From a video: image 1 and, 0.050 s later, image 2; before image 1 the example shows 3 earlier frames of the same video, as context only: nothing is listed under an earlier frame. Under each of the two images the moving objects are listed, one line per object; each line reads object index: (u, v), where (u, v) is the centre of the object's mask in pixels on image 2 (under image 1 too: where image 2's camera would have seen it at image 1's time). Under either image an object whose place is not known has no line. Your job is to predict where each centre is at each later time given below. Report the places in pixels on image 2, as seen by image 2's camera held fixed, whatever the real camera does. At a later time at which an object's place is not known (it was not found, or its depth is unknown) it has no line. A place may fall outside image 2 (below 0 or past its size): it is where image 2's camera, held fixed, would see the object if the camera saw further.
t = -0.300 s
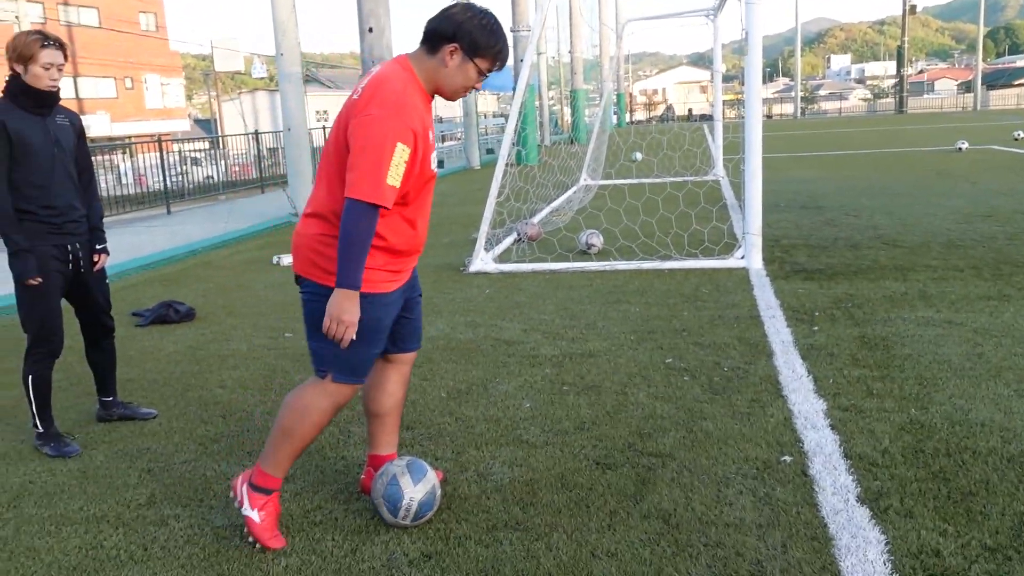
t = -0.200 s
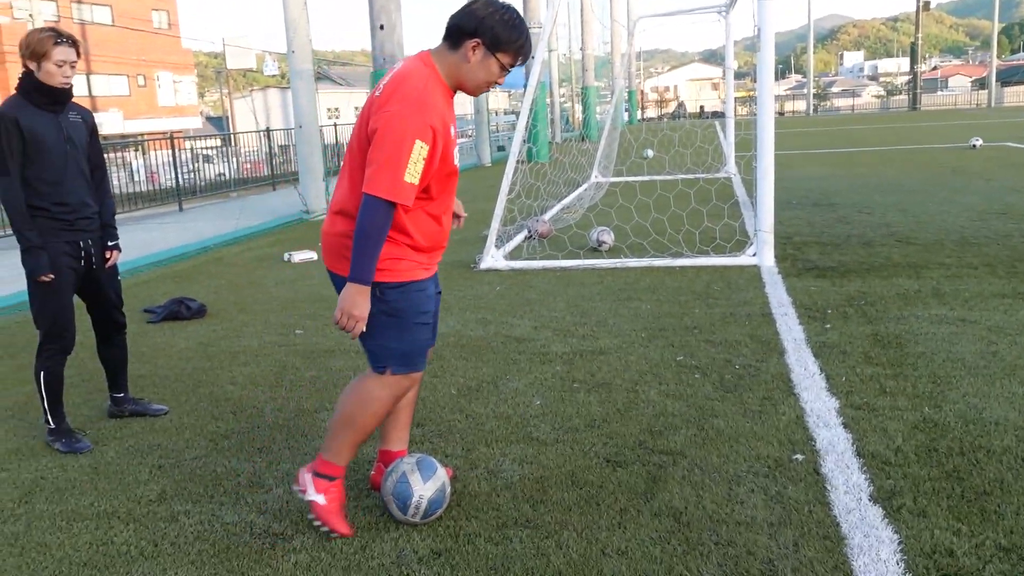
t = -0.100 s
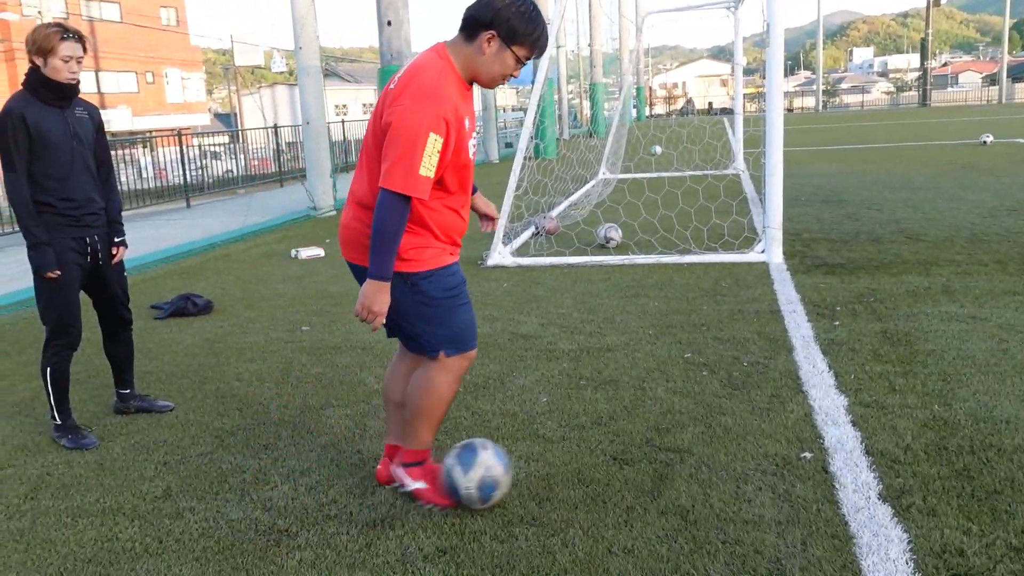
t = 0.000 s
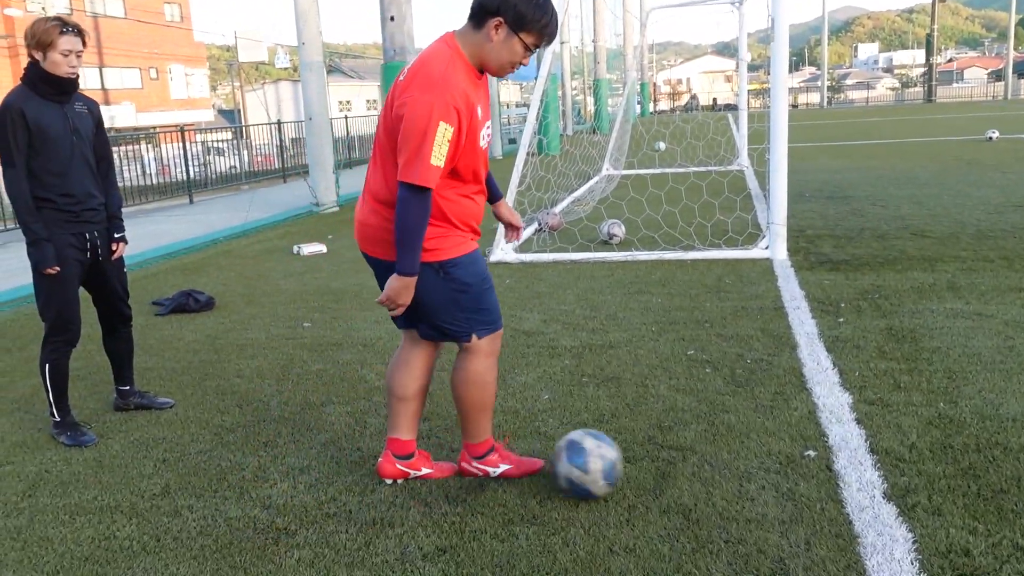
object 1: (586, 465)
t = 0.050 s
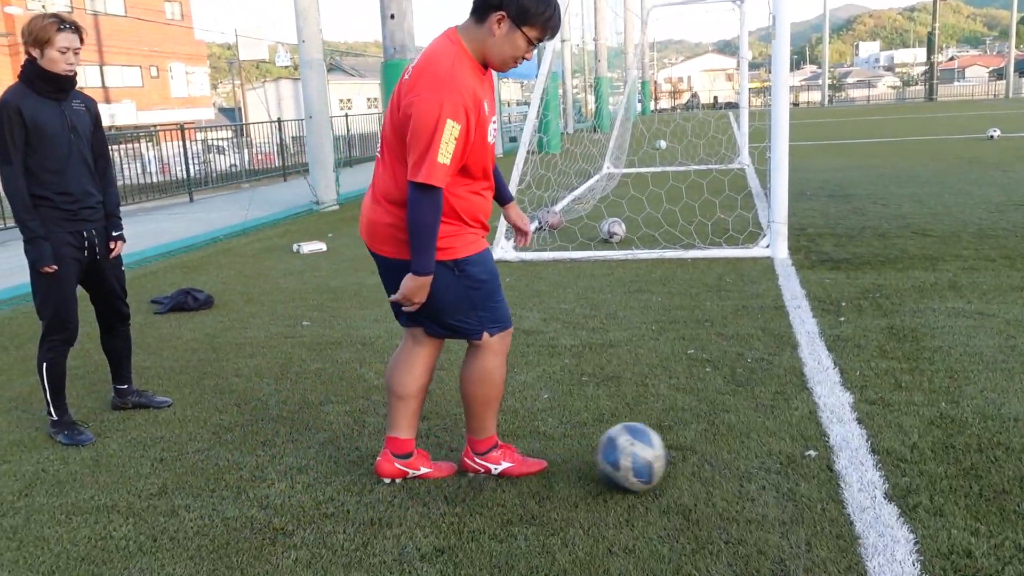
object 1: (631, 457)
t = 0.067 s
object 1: (646, 454)
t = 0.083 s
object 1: (660, 453)
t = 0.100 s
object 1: (674, 453)
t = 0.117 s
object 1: (687, 453)
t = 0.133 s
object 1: (701, 453)
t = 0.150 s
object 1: (713, 453)
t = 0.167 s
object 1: (723, 450)
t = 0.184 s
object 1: (733, 447)
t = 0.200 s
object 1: (743, 445)
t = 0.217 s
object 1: (752, 444)
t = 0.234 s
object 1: (761, 444)
